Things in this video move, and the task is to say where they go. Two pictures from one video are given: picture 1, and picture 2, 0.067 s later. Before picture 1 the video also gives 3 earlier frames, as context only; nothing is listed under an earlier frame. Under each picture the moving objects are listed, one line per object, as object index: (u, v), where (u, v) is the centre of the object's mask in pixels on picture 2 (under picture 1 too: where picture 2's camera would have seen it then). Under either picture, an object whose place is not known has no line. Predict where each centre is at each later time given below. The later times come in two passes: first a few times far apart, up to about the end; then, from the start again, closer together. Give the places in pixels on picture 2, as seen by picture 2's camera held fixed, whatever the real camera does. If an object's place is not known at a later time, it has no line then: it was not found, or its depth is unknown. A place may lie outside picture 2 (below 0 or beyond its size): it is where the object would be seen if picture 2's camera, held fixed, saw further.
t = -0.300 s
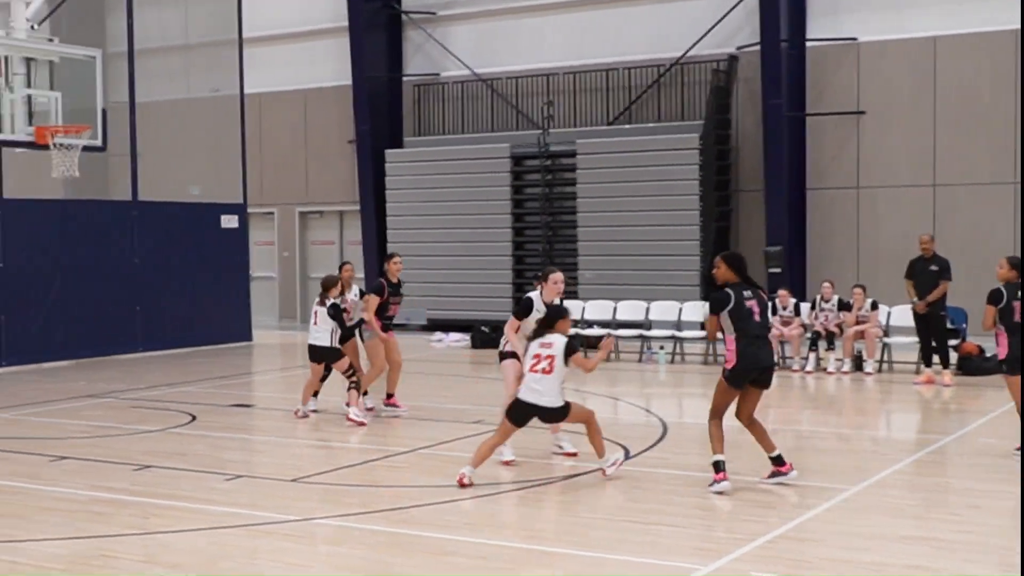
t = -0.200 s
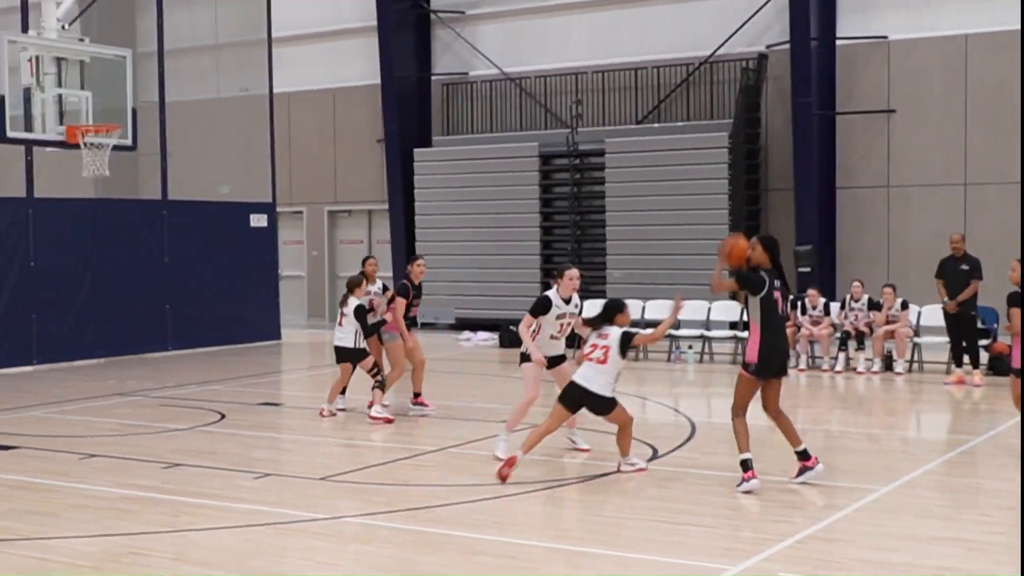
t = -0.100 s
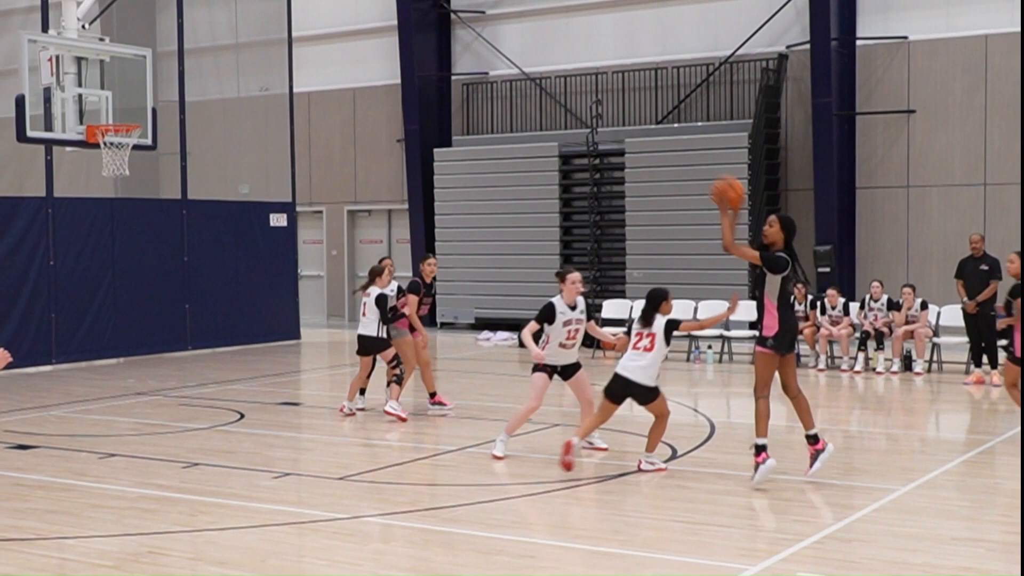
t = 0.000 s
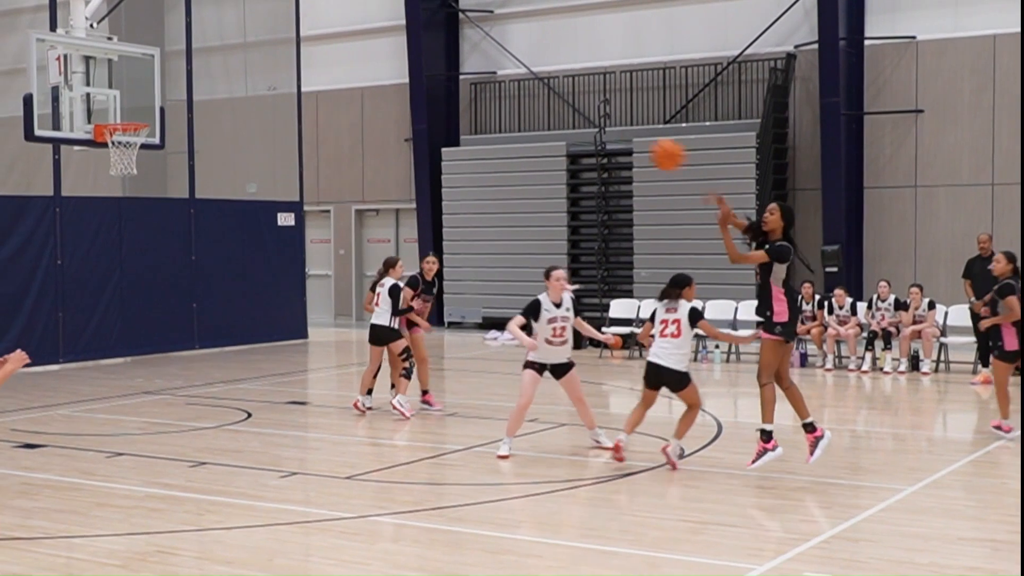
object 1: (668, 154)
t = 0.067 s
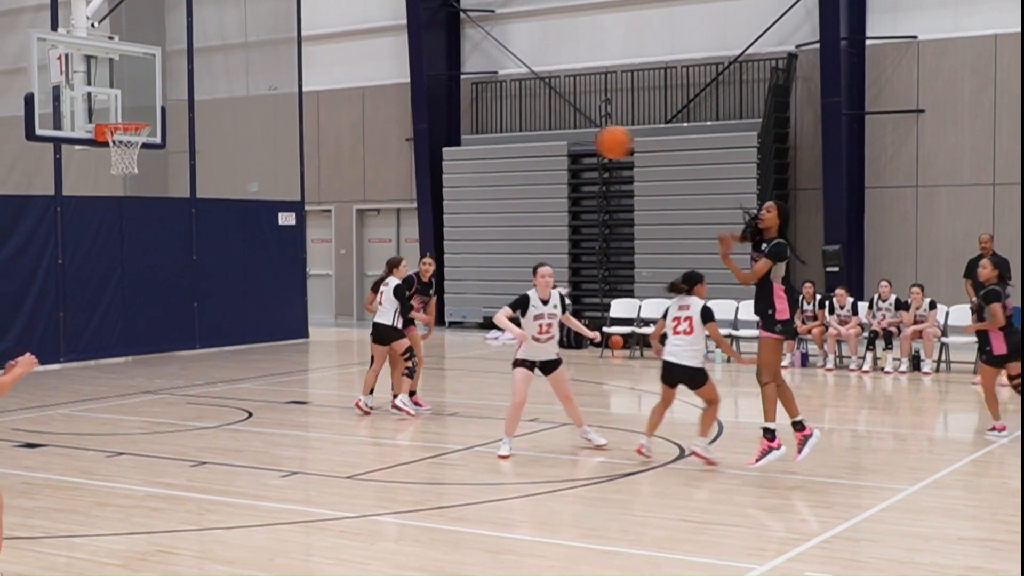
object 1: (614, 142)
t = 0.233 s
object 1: (465, 135)
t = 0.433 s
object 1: (265, 182)
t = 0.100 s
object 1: (586, 138)
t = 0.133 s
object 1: (557, 134)
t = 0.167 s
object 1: (527, 133)
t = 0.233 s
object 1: (465, 135)
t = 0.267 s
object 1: (435, 139)
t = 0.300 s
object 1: (403, 144)
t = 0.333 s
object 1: (369, 151)
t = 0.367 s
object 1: (335, 160)
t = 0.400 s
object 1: (301, 170)
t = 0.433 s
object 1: (265, 182)
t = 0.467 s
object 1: (229, 197)
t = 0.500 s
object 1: (193, 214)
